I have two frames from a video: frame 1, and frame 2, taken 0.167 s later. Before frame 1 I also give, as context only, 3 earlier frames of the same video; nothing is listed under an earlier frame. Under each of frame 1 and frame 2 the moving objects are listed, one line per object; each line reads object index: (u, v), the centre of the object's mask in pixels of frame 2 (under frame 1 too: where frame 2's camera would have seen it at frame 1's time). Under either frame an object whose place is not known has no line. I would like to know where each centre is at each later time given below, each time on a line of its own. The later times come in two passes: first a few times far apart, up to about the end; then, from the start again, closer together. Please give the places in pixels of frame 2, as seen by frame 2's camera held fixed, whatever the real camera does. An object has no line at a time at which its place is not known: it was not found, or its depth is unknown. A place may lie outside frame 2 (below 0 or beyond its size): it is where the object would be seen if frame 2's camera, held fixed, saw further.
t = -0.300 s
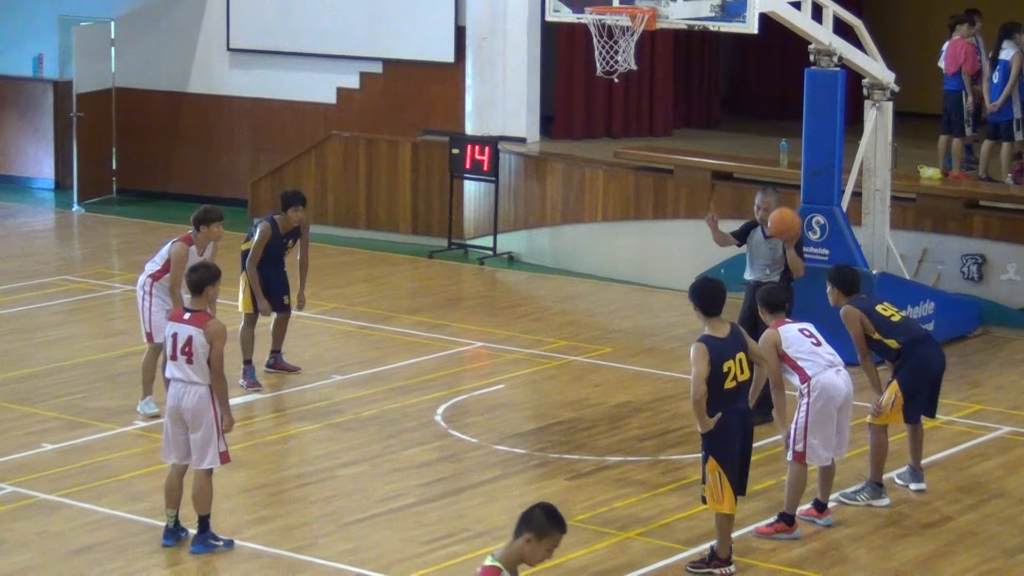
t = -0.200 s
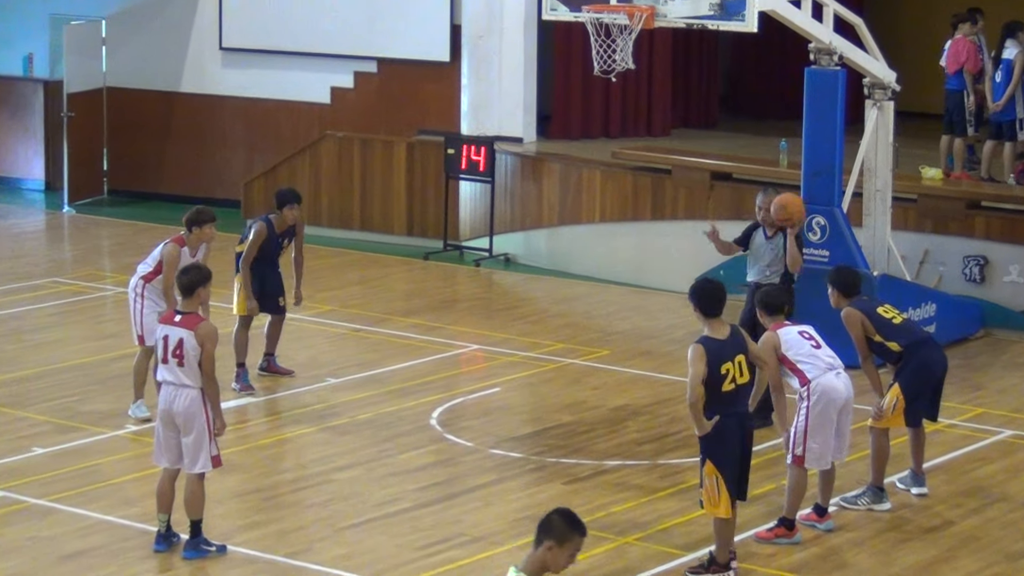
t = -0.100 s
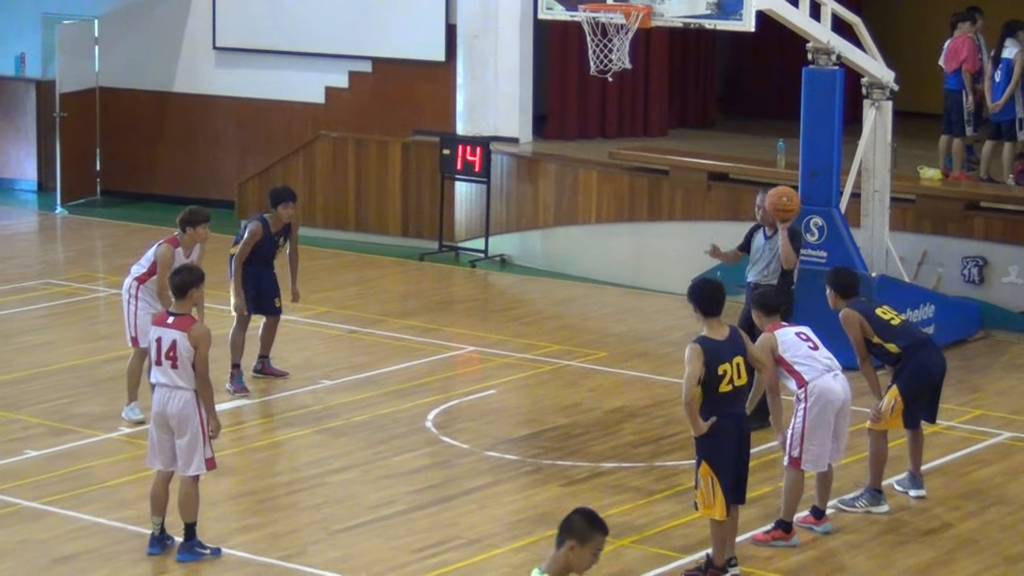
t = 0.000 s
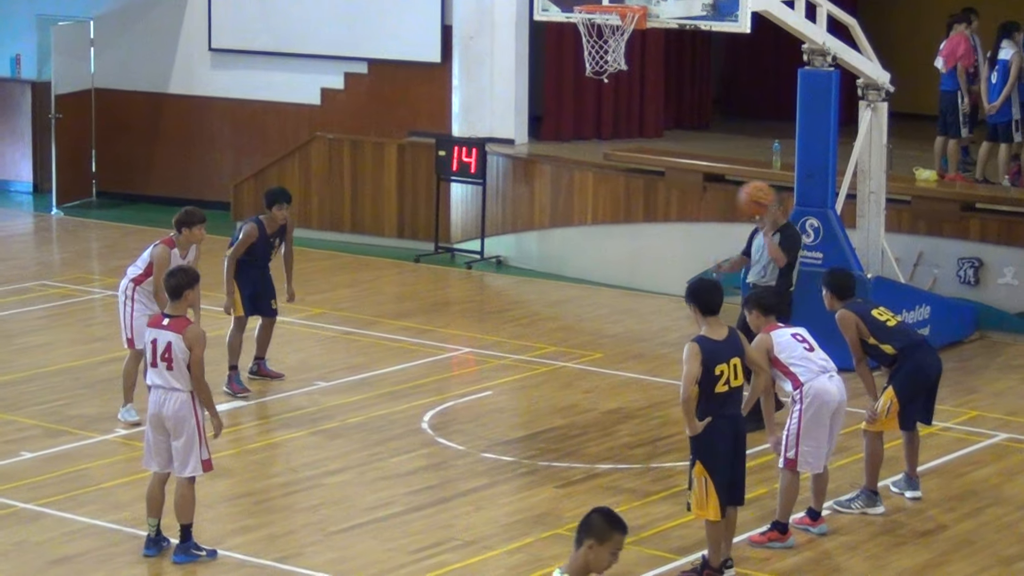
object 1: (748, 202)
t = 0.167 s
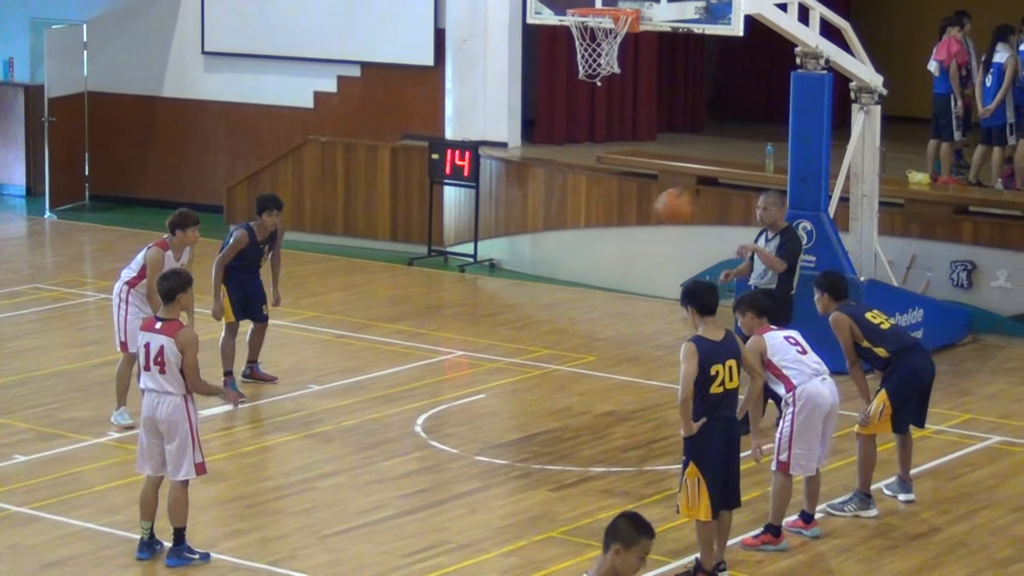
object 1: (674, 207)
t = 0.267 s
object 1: (628, 227)
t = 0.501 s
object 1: (515, 340)
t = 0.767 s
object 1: (411, 449)
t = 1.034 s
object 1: (356, 343)
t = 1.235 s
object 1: (316, 332)
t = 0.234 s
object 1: (642, 218)
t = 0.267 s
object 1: (628, 227)
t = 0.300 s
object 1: (613, 238)
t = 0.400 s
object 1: (564, 281)
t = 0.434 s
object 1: (548, 299)
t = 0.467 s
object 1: (531, 319)
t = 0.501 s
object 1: (515, 340)
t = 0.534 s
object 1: (498, 364)
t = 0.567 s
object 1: (483, 387)
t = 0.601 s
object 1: (466, 416)
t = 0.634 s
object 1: (450, 442)
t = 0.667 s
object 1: (435, 472)
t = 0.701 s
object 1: (421, 493)
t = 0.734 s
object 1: (415, 471)
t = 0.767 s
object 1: (411, 449)
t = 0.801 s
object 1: (403, 431)
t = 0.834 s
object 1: (396, 415)
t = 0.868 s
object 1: (390, 398)
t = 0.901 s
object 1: (383, 384)
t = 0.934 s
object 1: (375, 371)
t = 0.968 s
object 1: (369, 361)
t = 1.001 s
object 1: (362, 351)
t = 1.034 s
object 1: (356, 343)
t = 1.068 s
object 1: (349, 338)
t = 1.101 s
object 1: (342, 334)
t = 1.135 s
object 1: (336, 331)
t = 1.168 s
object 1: (329, 330)
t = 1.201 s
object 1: (322, 330)
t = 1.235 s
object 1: (316, 332)
